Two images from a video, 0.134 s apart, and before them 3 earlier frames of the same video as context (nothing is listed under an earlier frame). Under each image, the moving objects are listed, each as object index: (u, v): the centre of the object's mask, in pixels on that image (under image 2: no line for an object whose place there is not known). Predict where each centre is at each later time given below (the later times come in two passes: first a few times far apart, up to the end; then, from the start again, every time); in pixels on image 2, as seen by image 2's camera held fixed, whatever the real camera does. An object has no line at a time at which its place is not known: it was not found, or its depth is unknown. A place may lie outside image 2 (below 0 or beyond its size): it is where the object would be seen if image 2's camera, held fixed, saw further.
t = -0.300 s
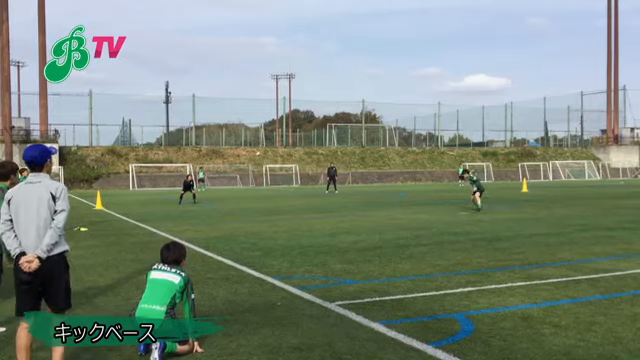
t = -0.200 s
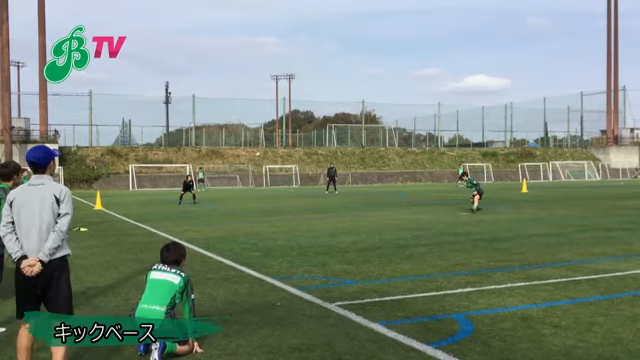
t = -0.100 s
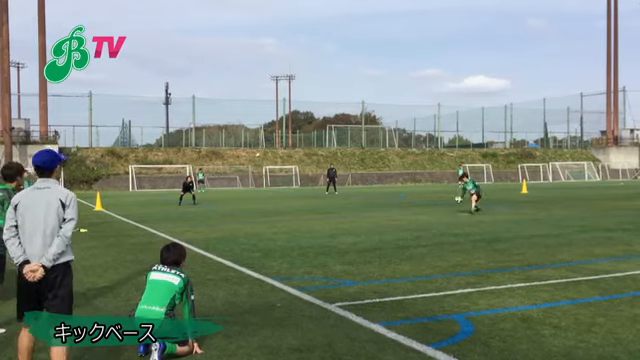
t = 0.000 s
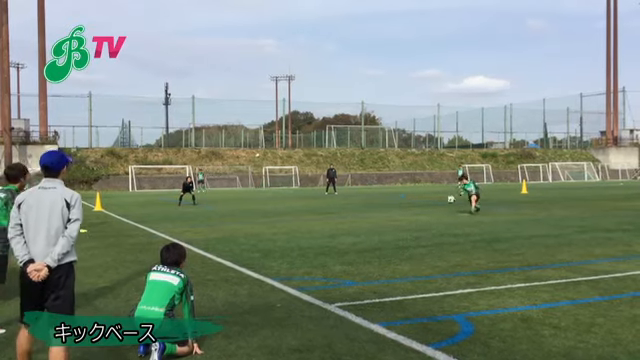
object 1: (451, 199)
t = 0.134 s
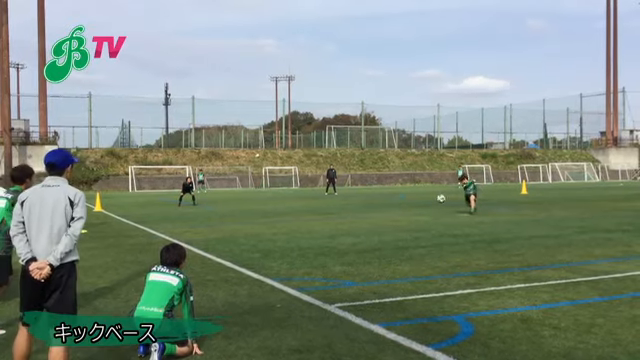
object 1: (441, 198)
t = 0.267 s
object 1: (429, 203)
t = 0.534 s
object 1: (396, 230)
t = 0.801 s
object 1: (348, 243)
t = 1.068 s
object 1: (285, 260)
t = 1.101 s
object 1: (276, 263)
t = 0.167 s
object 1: (438, 198)
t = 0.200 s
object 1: (435, 200)
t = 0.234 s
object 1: (432, 201)
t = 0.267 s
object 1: (429, 203)
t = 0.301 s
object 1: (426, 206)
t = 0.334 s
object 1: (422, 210)
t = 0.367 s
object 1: (418, 214)
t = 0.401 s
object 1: (414, 219)
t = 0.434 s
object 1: (410, 223)
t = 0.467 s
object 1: (406, 231)
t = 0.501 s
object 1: (401, 232)
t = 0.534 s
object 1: (396, 230)
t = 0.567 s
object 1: (391, 229)
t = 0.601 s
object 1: (385, 229)
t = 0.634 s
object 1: (380, 229)
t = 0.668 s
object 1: (374, 230)
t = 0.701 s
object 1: (368, 233)
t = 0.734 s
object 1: (362, 235)
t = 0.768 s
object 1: (355, 239)
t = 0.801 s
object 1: (348, 243)
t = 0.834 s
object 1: (341, 248)
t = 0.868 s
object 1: (333, 255)
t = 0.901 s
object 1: (326, 255)
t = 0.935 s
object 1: (318, 254)
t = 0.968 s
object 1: (311, 254)
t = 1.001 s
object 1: (303, 255)
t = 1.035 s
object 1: (294, 256)
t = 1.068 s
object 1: (285, 260)
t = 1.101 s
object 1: (276, 263)
